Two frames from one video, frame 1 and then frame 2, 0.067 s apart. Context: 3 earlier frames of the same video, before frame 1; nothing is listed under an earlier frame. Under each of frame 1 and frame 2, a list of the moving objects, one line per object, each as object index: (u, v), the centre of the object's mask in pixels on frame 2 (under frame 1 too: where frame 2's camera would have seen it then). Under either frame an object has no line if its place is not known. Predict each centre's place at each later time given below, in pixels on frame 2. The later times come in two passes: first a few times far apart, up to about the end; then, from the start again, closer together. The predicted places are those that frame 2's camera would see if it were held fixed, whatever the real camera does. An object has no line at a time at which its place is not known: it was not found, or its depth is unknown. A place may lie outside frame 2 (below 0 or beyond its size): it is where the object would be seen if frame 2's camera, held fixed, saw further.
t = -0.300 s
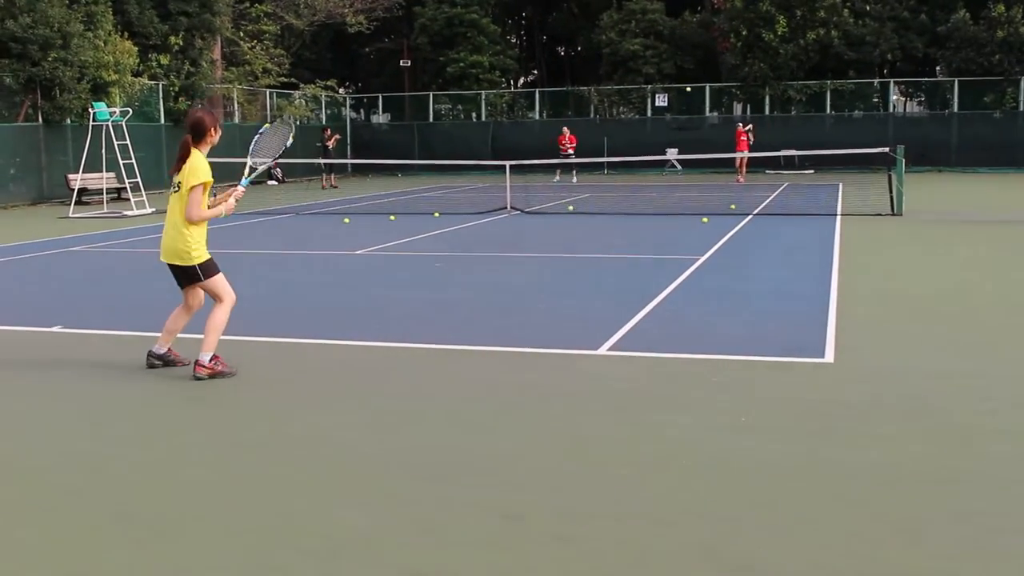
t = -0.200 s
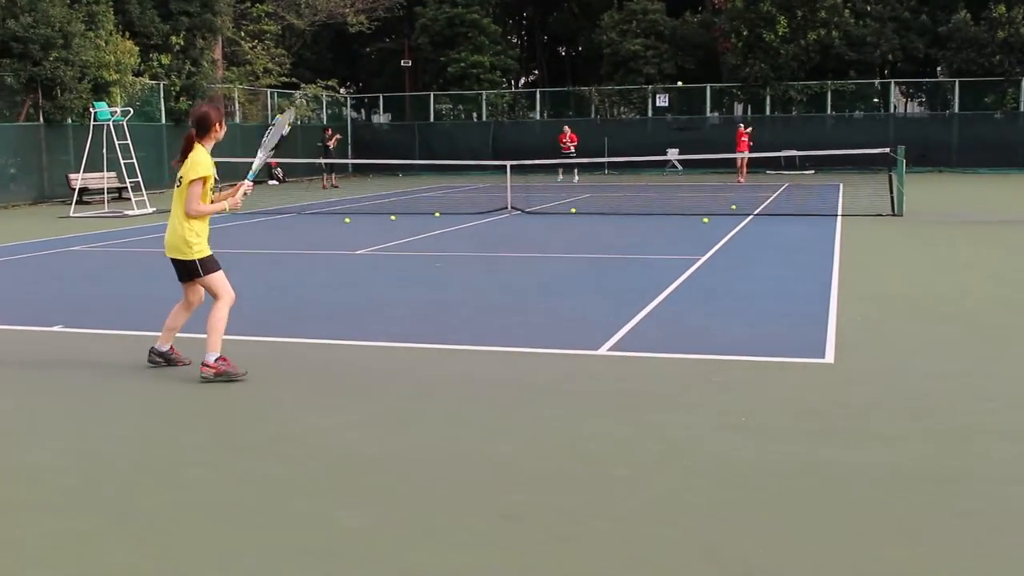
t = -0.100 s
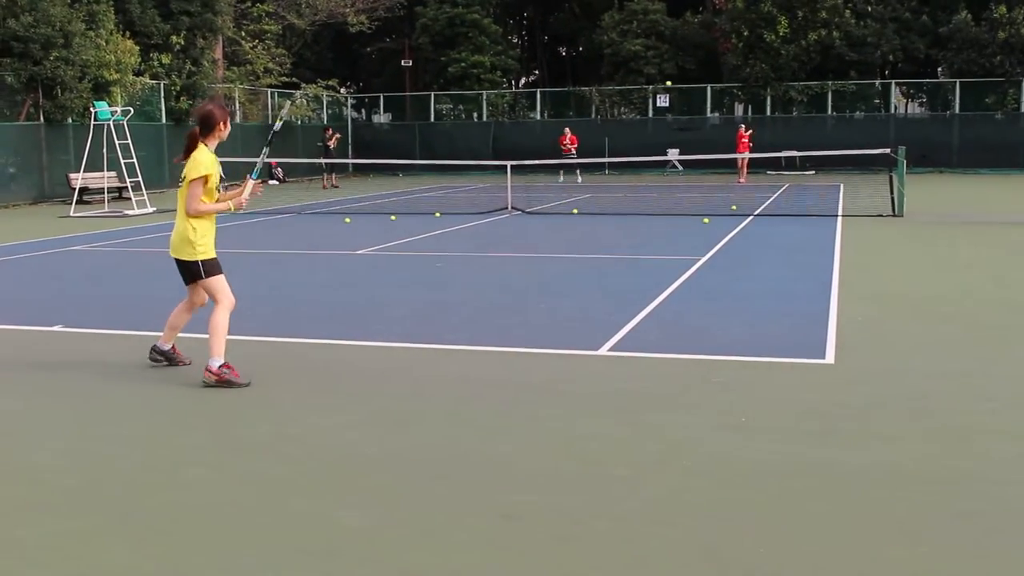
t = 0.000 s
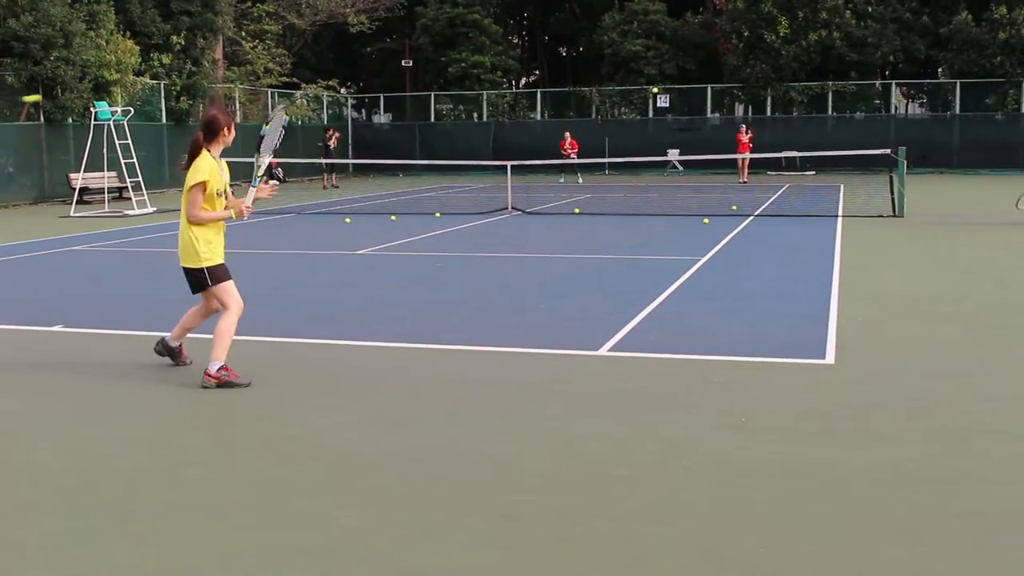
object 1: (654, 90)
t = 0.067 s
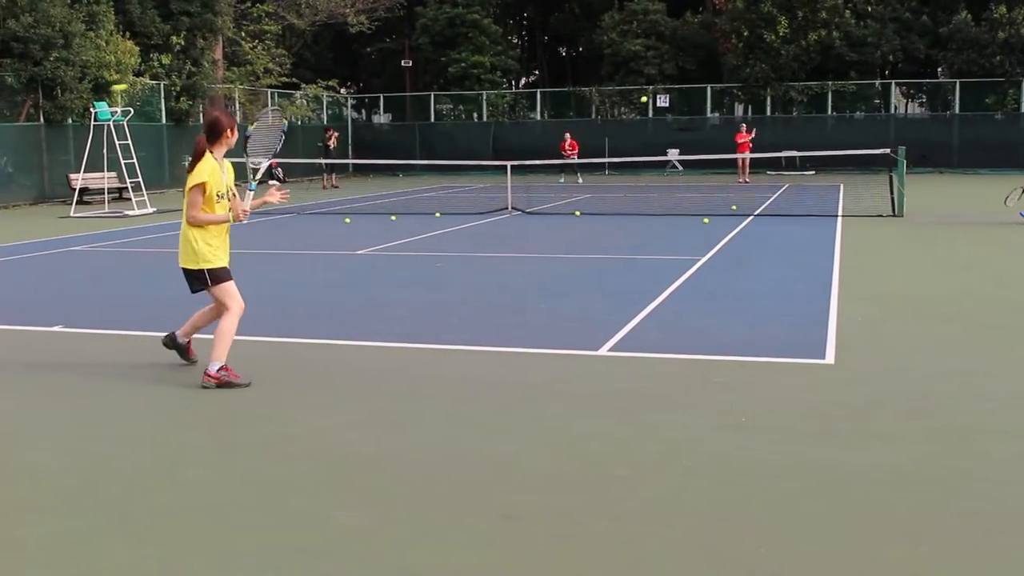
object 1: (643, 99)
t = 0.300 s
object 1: (593, 173)
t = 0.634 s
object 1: (493, 198)
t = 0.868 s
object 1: (404, 137)
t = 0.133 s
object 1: (631, 113)
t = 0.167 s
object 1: (625, 121)
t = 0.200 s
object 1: (618, 132)
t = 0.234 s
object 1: (610, 144)
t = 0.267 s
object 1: (602, 156)
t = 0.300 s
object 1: (593, 173)
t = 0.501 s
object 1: (531, 257)
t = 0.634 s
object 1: (493, 198)
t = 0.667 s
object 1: (482, 186)
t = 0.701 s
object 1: (471, 175)
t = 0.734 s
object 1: (459, 165)
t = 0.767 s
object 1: (446, 155)
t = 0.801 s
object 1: (433, 148)
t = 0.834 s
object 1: (418, 142)
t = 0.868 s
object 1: (404, 137)
